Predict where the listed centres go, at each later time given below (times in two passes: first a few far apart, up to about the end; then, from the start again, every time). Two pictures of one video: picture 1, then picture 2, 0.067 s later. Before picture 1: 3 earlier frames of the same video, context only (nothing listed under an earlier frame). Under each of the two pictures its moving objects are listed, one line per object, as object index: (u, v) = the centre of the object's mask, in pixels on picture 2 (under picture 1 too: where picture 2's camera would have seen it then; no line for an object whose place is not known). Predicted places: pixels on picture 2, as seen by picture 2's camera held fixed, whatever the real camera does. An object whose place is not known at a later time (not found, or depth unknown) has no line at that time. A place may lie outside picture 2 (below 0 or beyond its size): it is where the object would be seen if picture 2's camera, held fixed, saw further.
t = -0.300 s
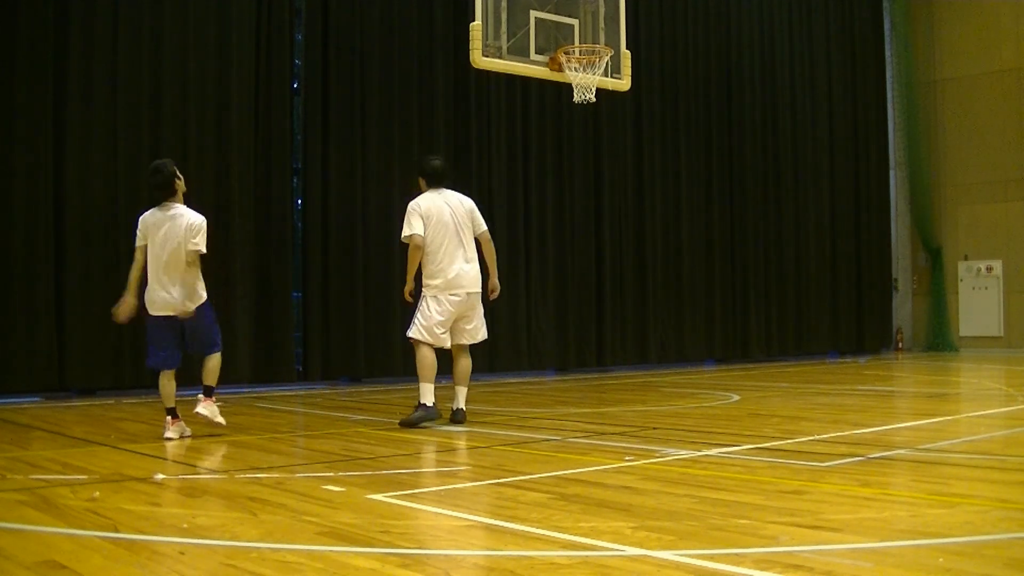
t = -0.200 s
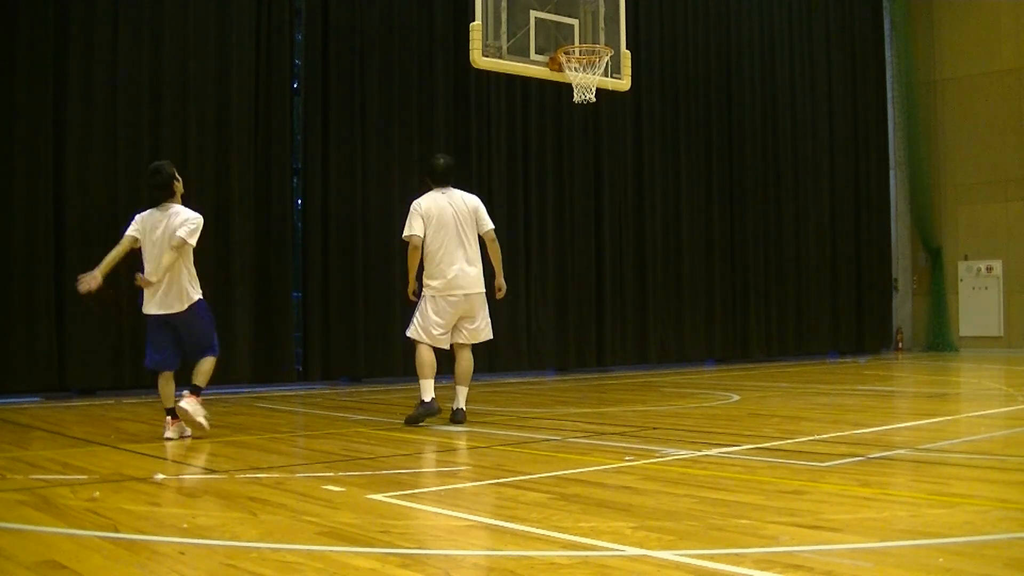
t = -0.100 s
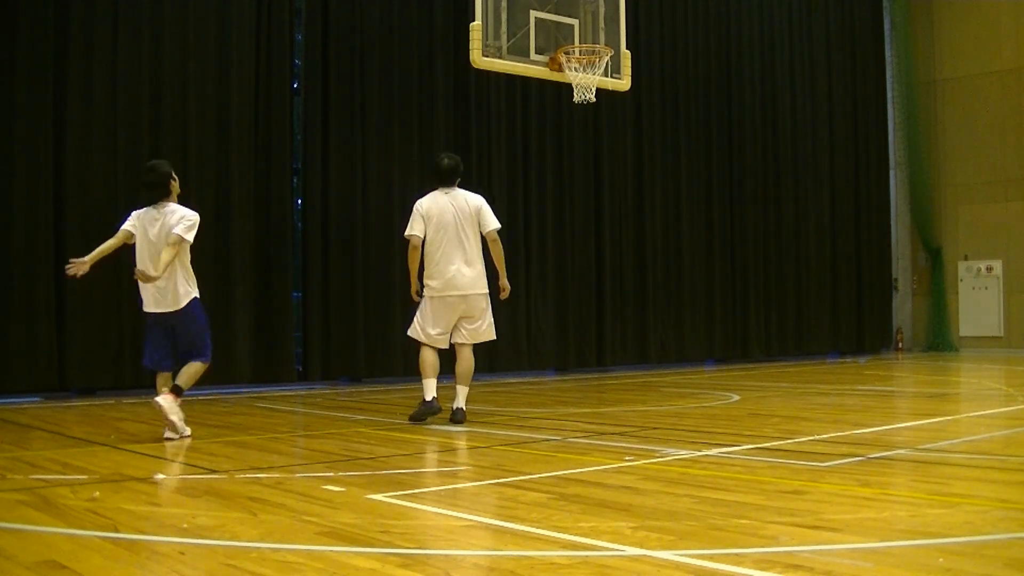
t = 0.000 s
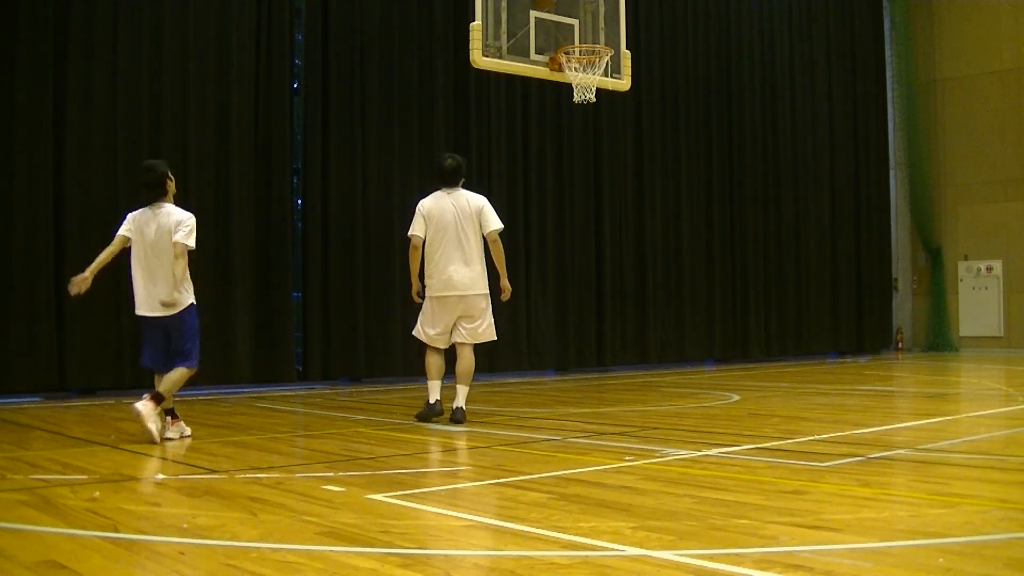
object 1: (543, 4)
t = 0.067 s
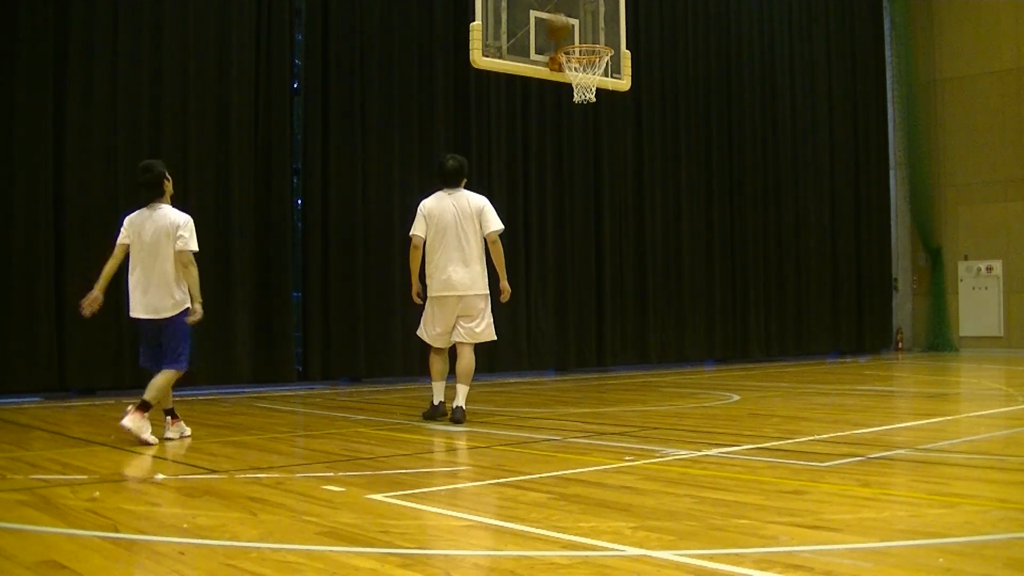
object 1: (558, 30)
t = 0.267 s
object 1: (601, 22)
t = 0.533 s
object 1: (656, 56)
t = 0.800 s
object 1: (709, 160)
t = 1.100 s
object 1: (762, 350)
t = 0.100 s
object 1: (564, 37)
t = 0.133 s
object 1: (571, 32)
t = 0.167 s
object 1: (579, 28)
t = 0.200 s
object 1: (586, 24)
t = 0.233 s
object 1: (593, 22)
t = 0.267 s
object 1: (601, 22)
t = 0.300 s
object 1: (608, 22)
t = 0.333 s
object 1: (615, 23)
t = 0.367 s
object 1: (622, 27)
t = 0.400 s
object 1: (629, 31)
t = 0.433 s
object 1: (637, 36)
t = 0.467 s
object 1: (643, 41)
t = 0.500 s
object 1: (649, 48)
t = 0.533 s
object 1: (656, 56)
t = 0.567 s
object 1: (663, 65)
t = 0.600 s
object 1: (670, 75)
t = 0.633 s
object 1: (676, 87)
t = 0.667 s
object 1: (683, 99)
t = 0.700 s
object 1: (689, 113)
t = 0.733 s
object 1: (696, 128)
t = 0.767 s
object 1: (703, 143)
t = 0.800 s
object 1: (709, 160)
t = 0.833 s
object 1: (715, 177)
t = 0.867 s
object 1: (722, 196)
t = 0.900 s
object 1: (728, 216)
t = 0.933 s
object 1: (734, 236)
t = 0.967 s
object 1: (740, 258)
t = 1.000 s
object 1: (745, 280)
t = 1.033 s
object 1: (751, 303)
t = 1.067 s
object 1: (757, 327)
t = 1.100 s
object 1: (762, 350)
